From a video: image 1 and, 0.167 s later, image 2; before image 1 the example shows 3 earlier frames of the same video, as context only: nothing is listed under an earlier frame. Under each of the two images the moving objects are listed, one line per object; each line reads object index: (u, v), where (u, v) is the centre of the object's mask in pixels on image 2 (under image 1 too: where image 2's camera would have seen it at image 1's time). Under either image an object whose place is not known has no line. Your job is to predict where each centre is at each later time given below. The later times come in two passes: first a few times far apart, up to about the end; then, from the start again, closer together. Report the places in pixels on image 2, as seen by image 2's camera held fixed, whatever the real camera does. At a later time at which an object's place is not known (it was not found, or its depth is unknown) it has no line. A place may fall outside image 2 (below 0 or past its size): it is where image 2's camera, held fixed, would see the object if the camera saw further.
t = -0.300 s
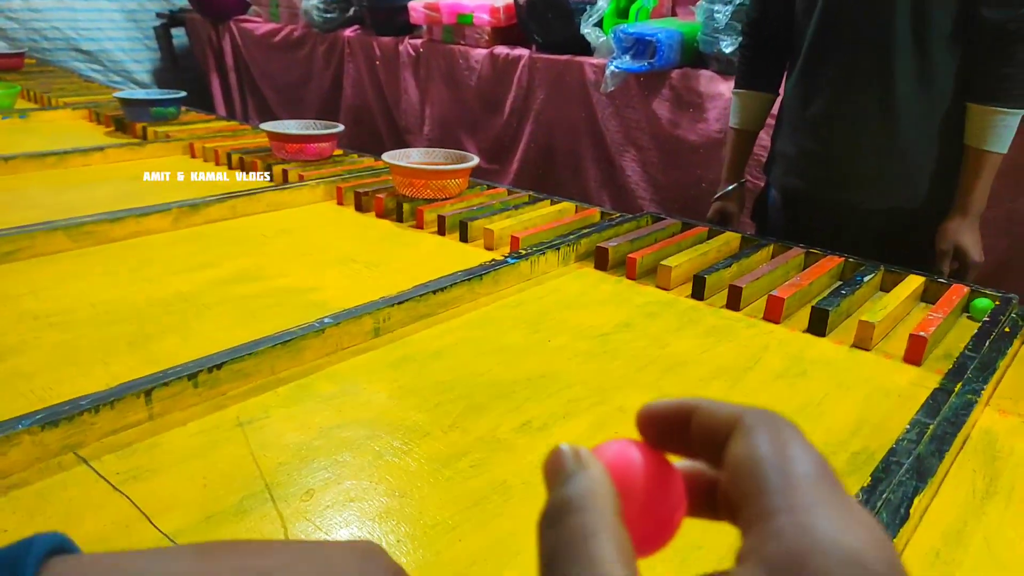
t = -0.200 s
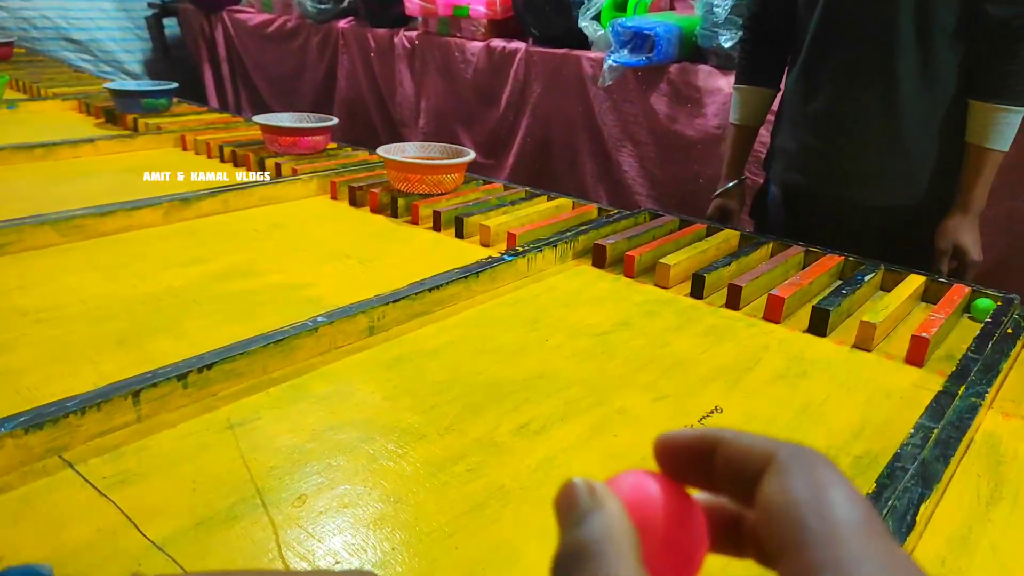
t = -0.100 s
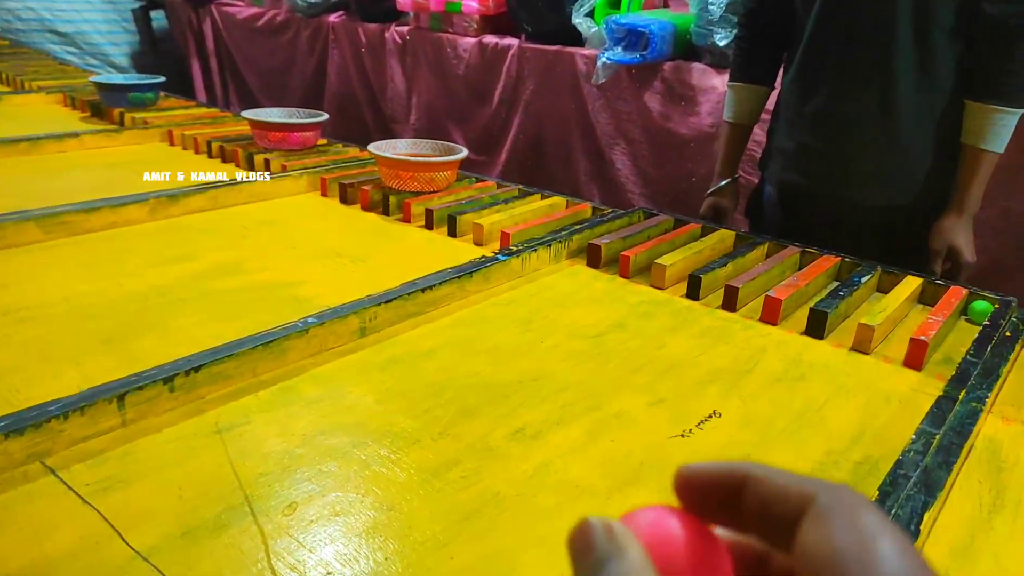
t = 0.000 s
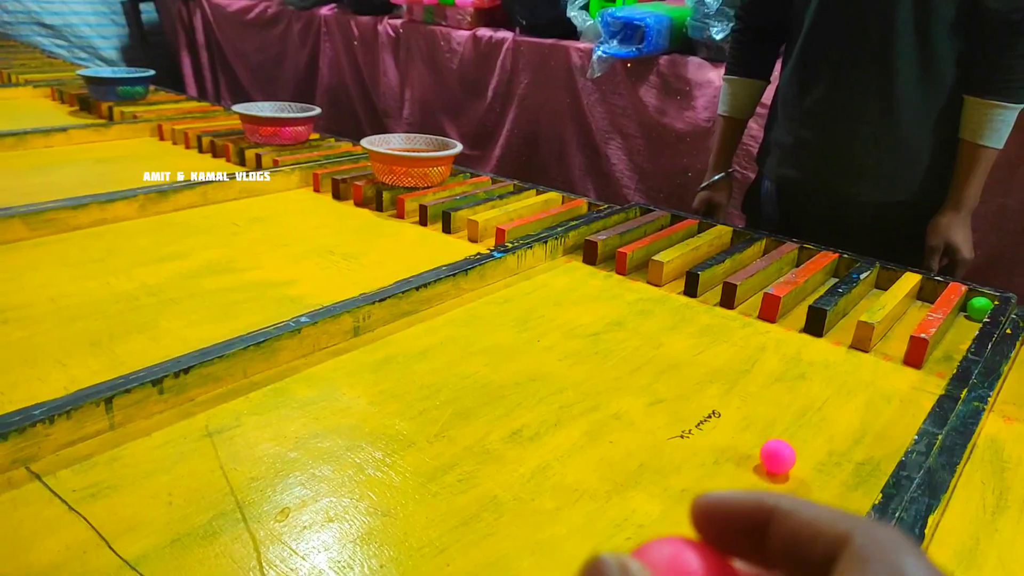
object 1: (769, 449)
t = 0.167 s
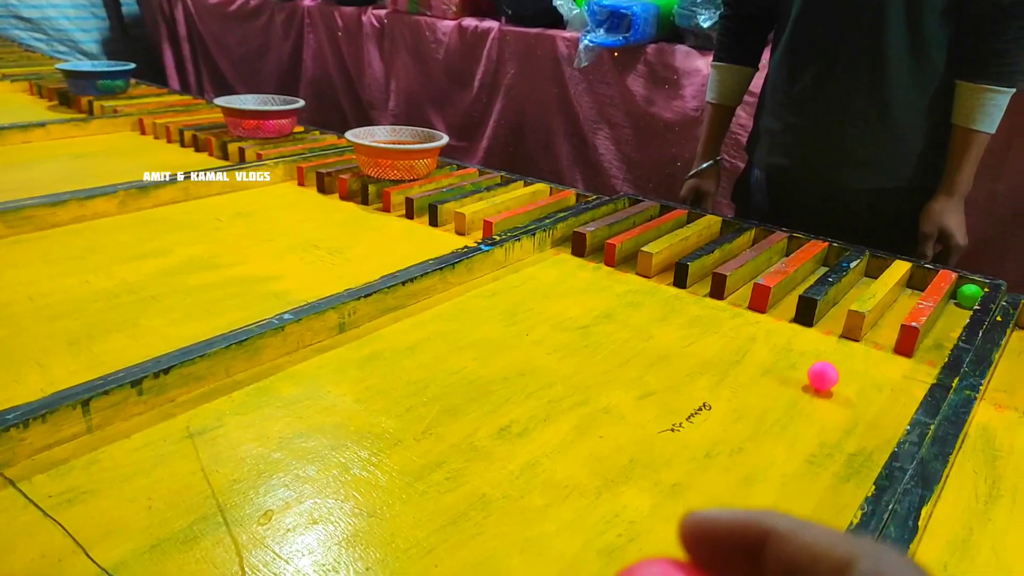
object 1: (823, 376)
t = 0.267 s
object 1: (851, 338)
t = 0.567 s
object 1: (834, 349)
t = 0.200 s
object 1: (830, 367)
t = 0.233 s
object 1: (842, 349)
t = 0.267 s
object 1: (851, 338)
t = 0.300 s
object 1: (856, 327)
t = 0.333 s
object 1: (849, 331)
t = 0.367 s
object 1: (842, 342)
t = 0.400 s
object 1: (837, 348)
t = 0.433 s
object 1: (835, 347)
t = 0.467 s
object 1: (832, 351)
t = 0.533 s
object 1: (833, 351)
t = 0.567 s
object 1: (834, 349)
